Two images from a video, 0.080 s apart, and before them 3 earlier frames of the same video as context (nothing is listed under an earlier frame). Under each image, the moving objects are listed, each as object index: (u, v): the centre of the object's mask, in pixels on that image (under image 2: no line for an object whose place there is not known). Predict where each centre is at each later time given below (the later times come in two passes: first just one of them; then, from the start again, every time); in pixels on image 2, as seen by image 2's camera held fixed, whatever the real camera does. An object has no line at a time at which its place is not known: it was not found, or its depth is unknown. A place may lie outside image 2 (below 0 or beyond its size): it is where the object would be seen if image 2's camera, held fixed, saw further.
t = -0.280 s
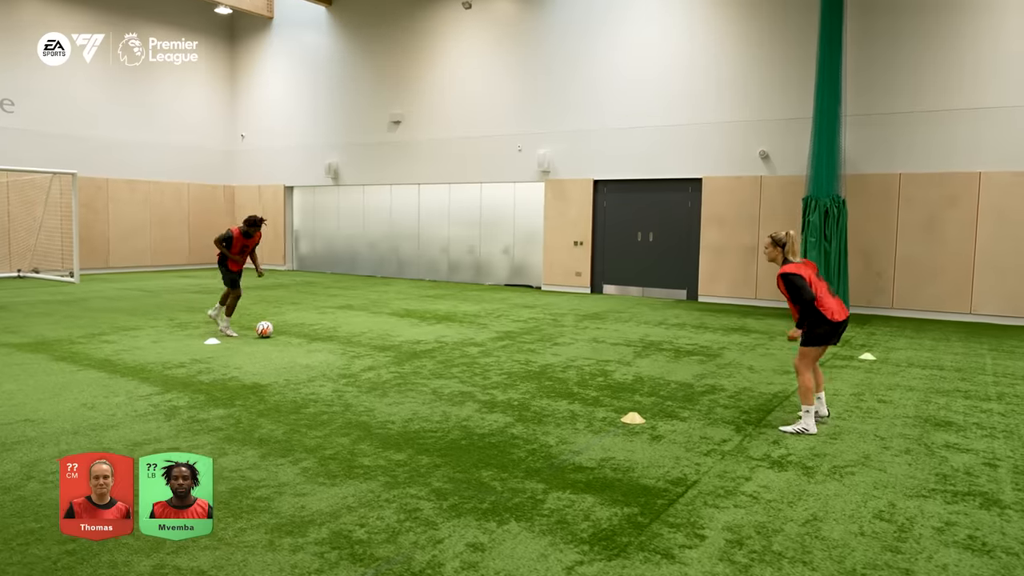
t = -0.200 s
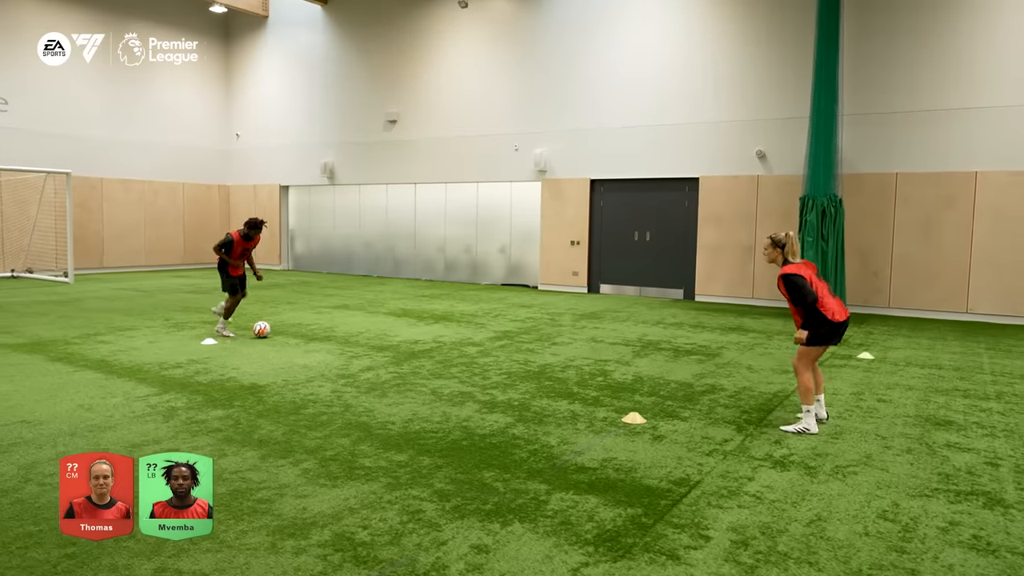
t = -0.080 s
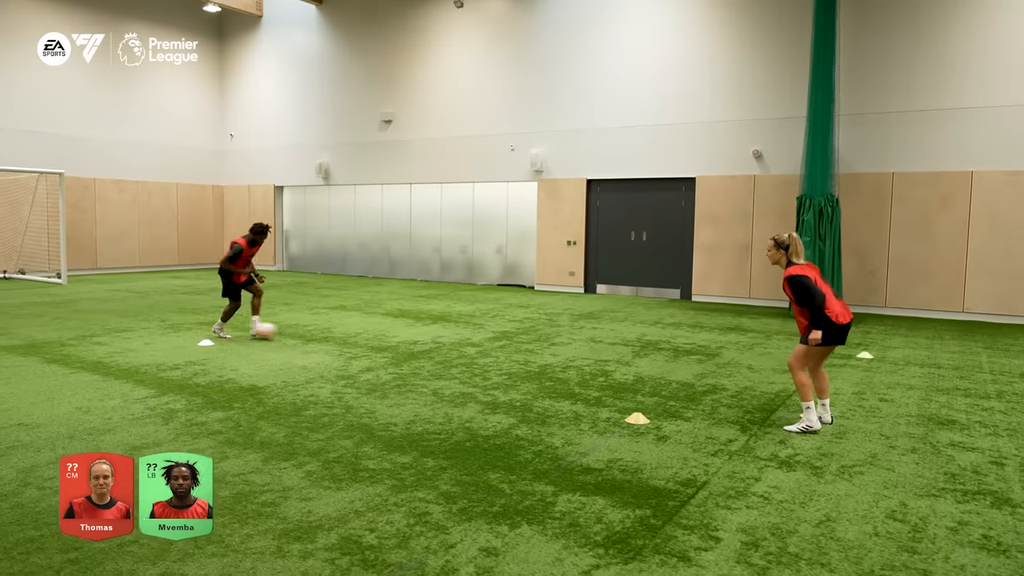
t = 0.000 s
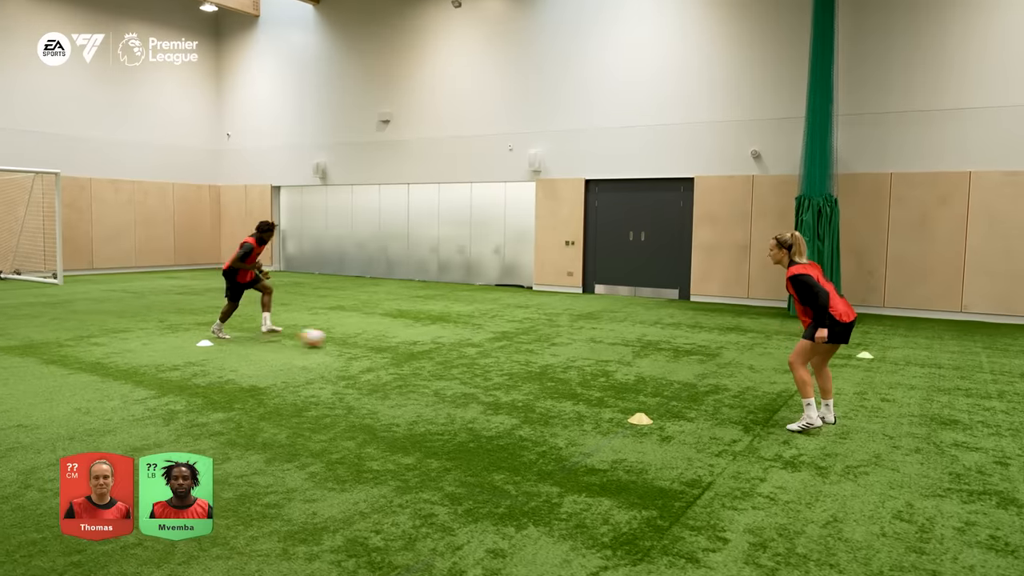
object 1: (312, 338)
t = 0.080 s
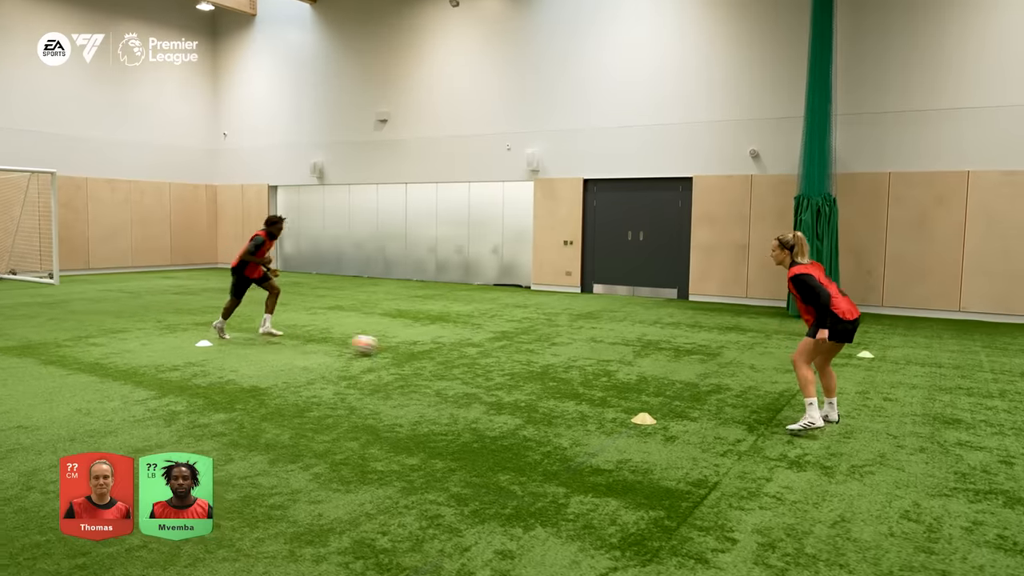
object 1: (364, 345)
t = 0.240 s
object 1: (477, 361)
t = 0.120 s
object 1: (392, 349)
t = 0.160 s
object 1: (420, 352)
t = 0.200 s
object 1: (446, 356)
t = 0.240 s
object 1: (477, 361)
